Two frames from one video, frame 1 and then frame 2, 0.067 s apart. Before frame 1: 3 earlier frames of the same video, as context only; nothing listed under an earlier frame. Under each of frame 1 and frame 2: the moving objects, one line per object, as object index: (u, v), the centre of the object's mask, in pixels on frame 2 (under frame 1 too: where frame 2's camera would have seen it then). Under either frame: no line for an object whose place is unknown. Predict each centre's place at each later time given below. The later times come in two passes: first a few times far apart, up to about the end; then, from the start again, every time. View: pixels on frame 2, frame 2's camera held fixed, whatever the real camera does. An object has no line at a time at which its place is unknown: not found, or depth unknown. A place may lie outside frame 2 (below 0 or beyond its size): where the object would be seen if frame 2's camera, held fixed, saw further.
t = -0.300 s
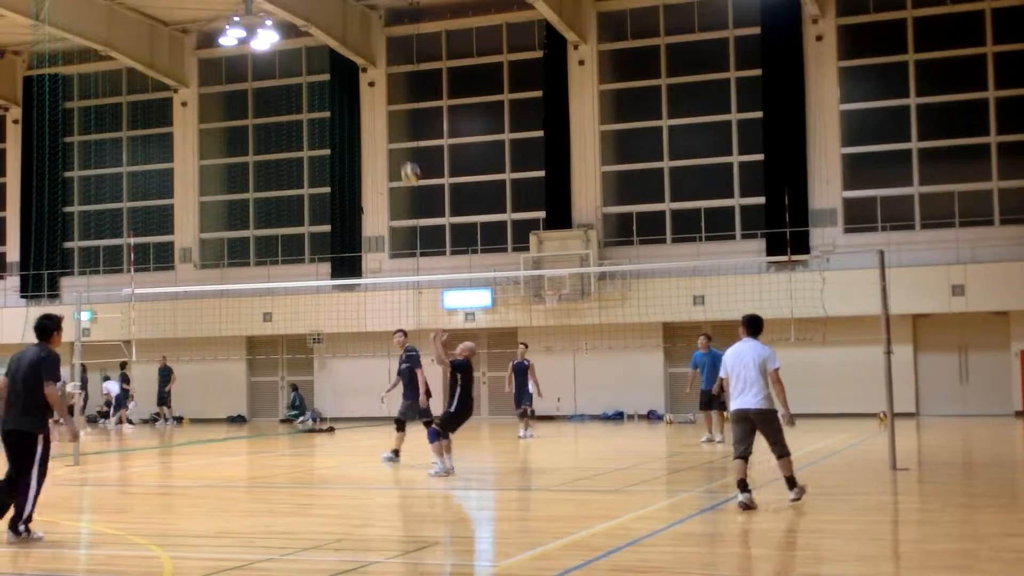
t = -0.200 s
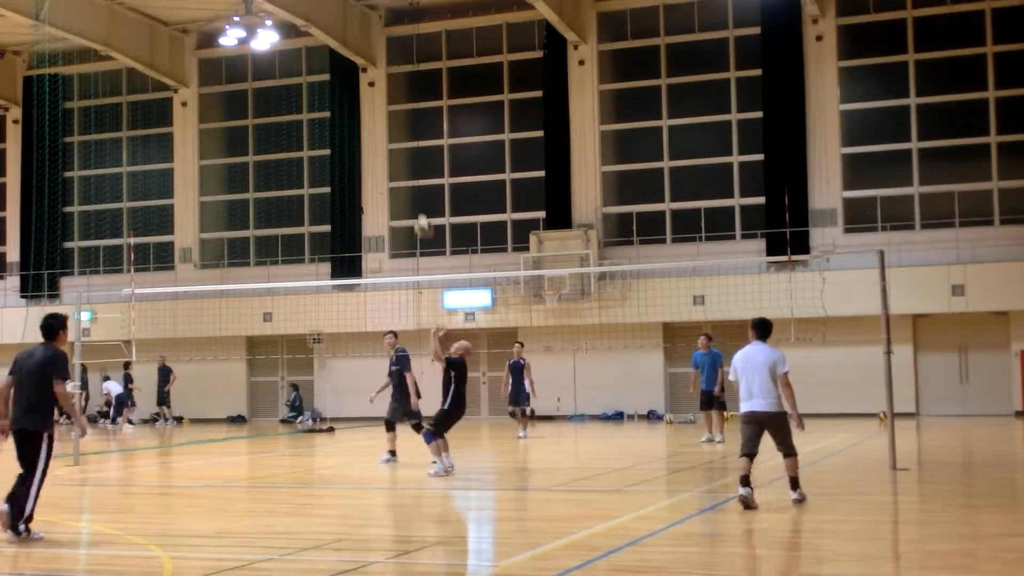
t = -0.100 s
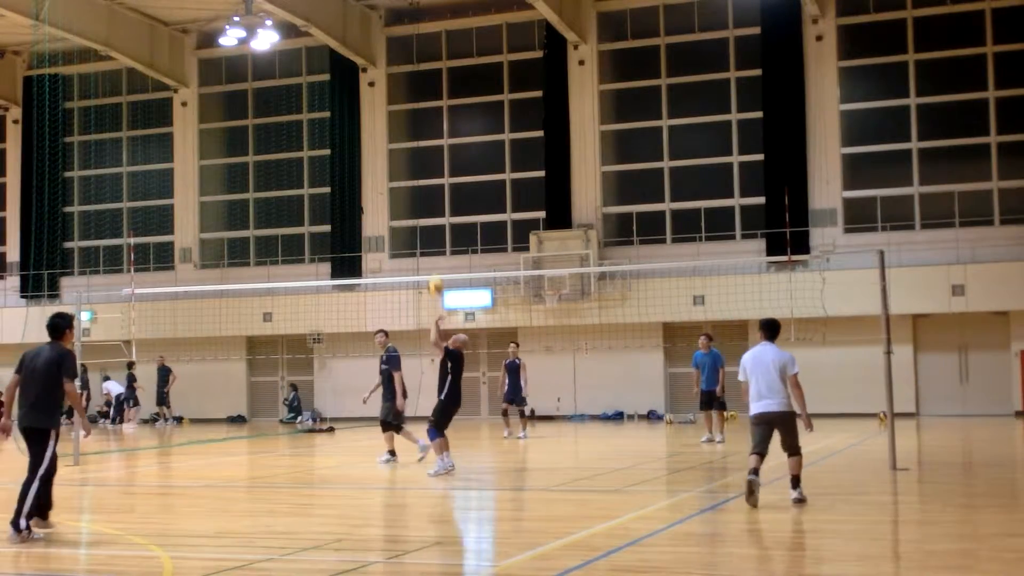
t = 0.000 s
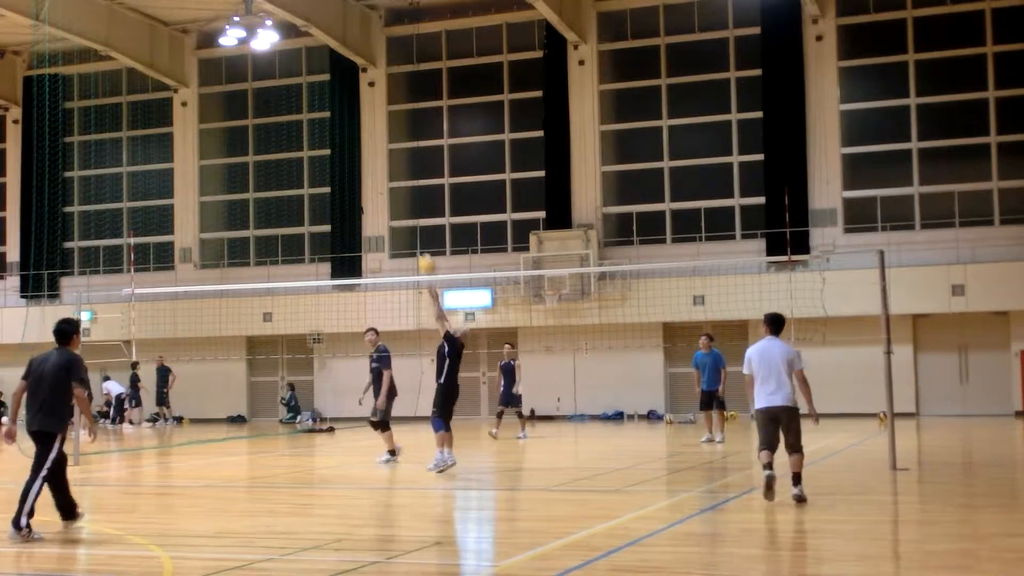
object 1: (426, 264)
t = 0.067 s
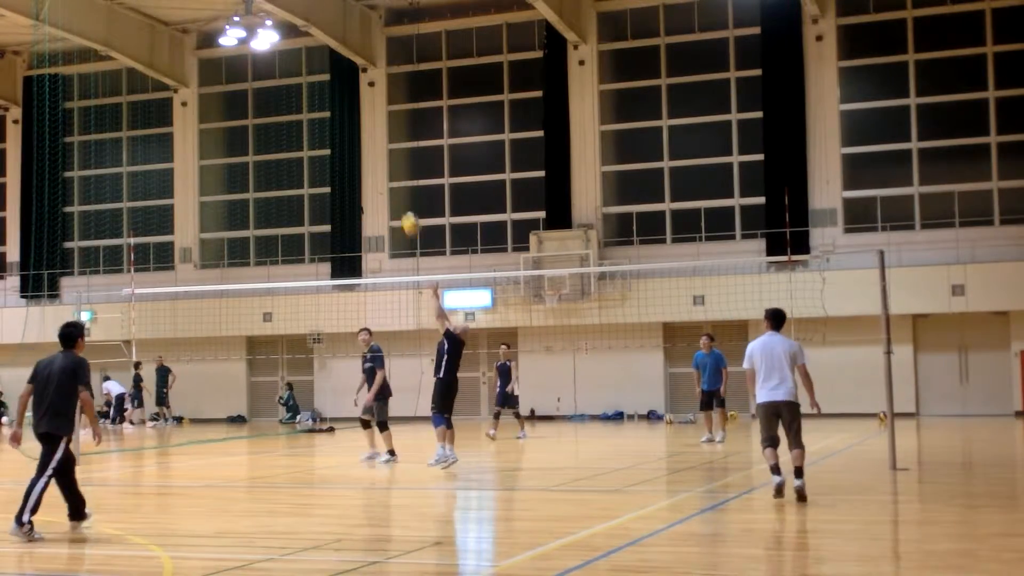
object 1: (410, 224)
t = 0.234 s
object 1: (373, 142)
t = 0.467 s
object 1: (324, 68)
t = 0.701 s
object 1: (279, 40)
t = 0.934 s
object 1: (234, 55)
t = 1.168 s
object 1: (194, 110)
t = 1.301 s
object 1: (172, 159)
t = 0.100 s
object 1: (403, 205)
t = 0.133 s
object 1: (395, 186)
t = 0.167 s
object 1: (388, 170)
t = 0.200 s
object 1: (379, 155)
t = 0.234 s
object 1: (373, 142)
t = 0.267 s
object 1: (365, 127)
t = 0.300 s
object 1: (358, 114)
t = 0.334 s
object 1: (350, 104)
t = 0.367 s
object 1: (344, 93)
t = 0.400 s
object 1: (337, 84)
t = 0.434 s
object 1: (330, 76)
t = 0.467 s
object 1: (324, 68)
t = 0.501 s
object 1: (317, 61)
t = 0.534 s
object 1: (310, 56)
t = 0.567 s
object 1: (304, 51)
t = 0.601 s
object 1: (298, 47)
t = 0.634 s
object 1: (292, 44)
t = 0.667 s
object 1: (286, 41)
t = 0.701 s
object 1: (279, 40)
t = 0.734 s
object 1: (273, 39)
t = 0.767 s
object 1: (265, 40)
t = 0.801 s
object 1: (258, 42)
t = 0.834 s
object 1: (251, 43)
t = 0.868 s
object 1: (245, 46)
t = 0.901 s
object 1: (240, 51)
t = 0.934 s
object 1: (234, 55)
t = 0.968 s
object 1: (229, 61)
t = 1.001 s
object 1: (222, 67)
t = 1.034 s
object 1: (216, 74)
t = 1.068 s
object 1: (211, 82)
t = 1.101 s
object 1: (205, 91)
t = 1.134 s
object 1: (200, 100)
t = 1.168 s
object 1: (194, 110)
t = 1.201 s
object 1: (189, 120)
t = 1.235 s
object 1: (181, 132)
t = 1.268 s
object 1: (177, 145)
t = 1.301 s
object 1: (172, 159)
